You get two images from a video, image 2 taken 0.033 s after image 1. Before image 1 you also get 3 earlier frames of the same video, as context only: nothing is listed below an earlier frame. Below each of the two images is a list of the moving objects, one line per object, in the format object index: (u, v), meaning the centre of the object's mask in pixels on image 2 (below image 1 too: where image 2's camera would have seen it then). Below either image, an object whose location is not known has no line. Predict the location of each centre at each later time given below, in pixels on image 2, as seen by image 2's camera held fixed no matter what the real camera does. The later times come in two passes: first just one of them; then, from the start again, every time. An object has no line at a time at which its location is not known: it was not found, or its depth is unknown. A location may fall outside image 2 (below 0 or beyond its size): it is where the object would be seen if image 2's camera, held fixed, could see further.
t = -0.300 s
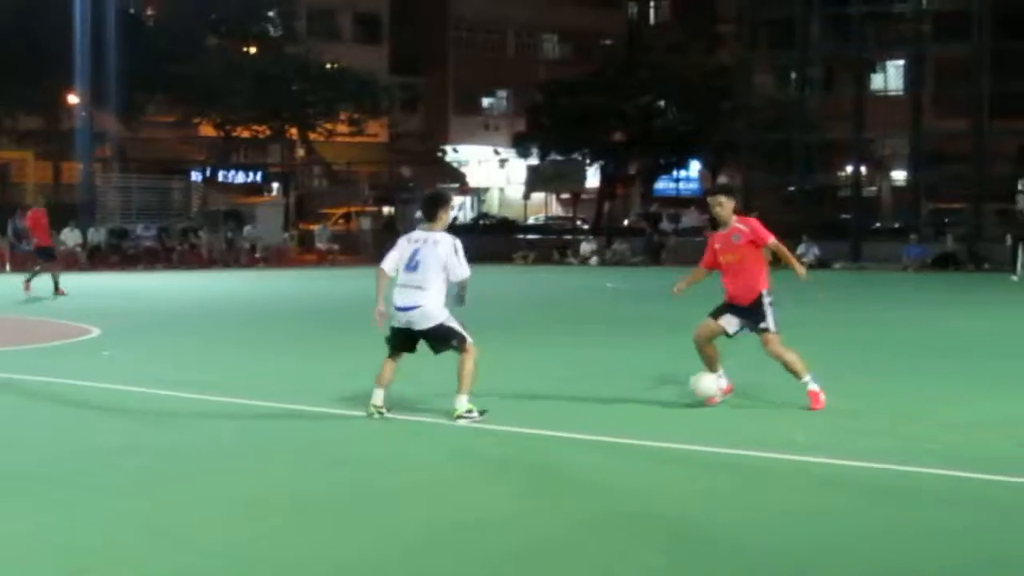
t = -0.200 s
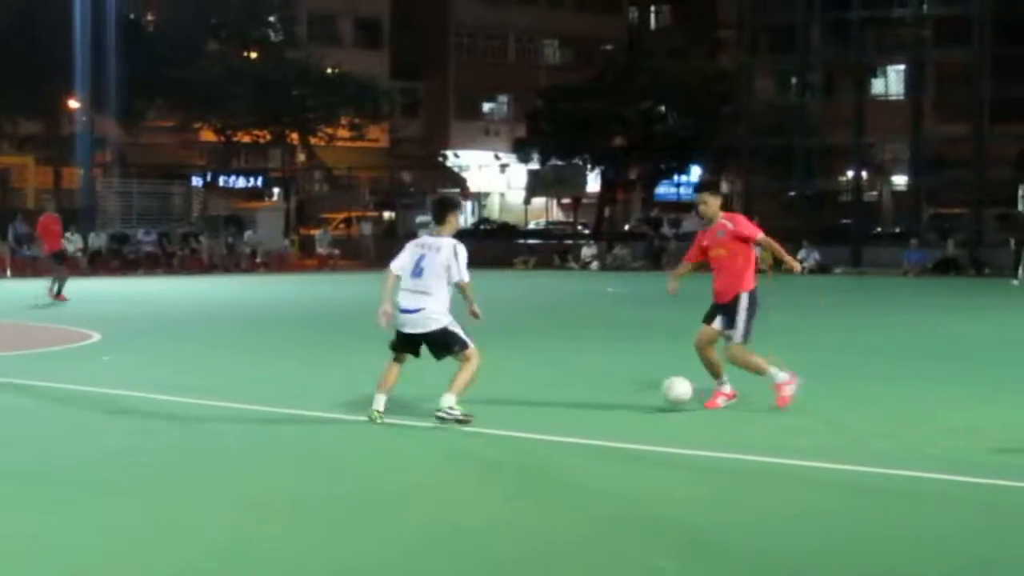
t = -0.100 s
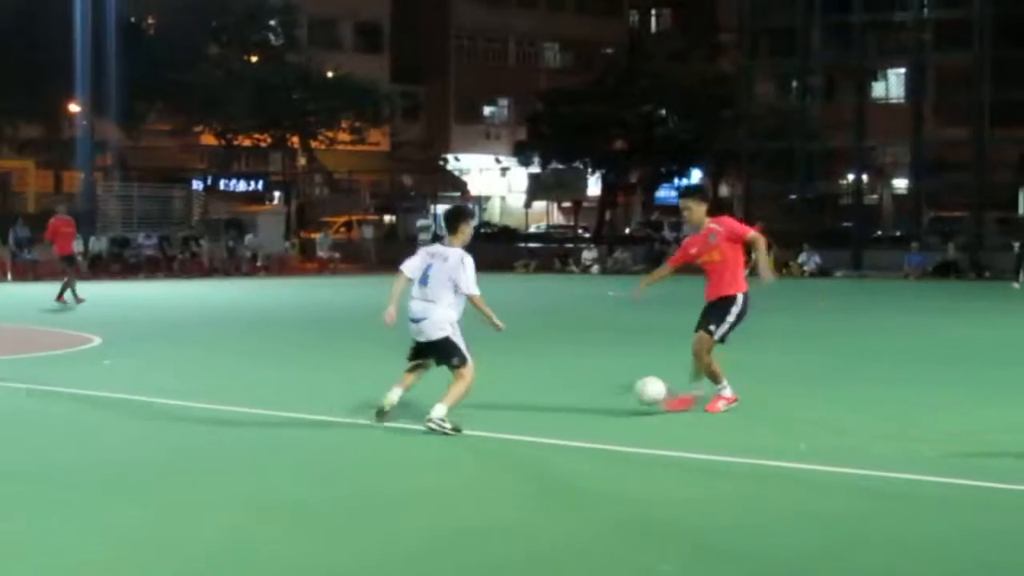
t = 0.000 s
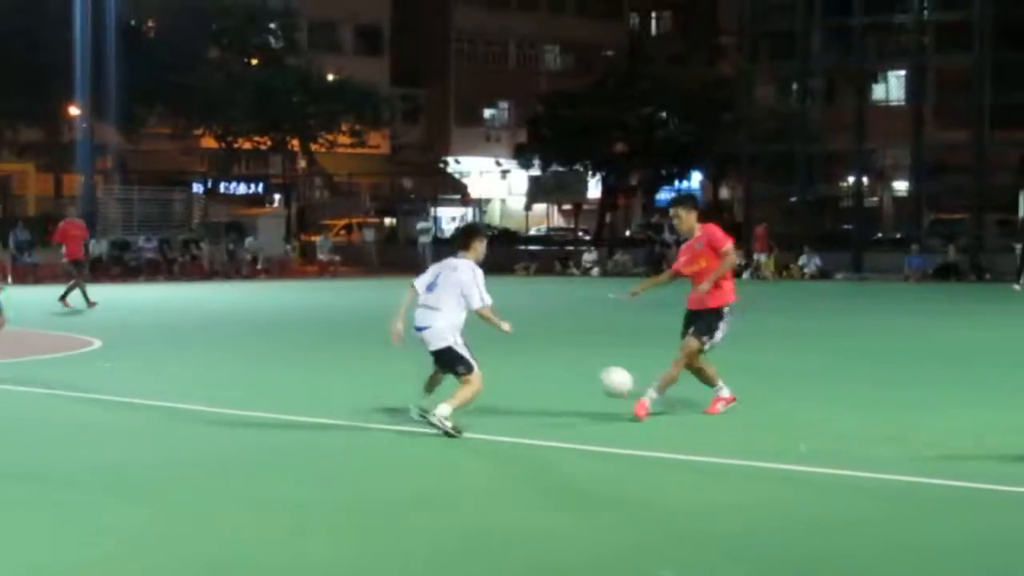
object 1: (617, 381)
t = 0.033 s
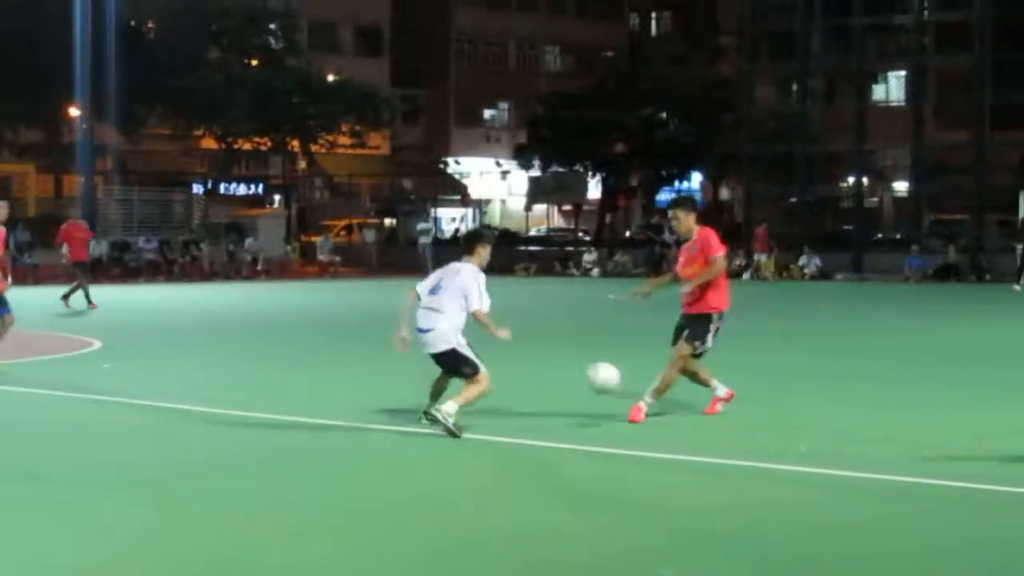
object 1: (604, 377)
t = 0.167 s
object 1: (547, 370)
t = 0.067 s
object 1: (590, 372)
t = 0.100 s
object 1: (577, 370)
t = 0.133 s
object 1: (562, 369)
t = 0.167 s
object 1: (547, 370)
